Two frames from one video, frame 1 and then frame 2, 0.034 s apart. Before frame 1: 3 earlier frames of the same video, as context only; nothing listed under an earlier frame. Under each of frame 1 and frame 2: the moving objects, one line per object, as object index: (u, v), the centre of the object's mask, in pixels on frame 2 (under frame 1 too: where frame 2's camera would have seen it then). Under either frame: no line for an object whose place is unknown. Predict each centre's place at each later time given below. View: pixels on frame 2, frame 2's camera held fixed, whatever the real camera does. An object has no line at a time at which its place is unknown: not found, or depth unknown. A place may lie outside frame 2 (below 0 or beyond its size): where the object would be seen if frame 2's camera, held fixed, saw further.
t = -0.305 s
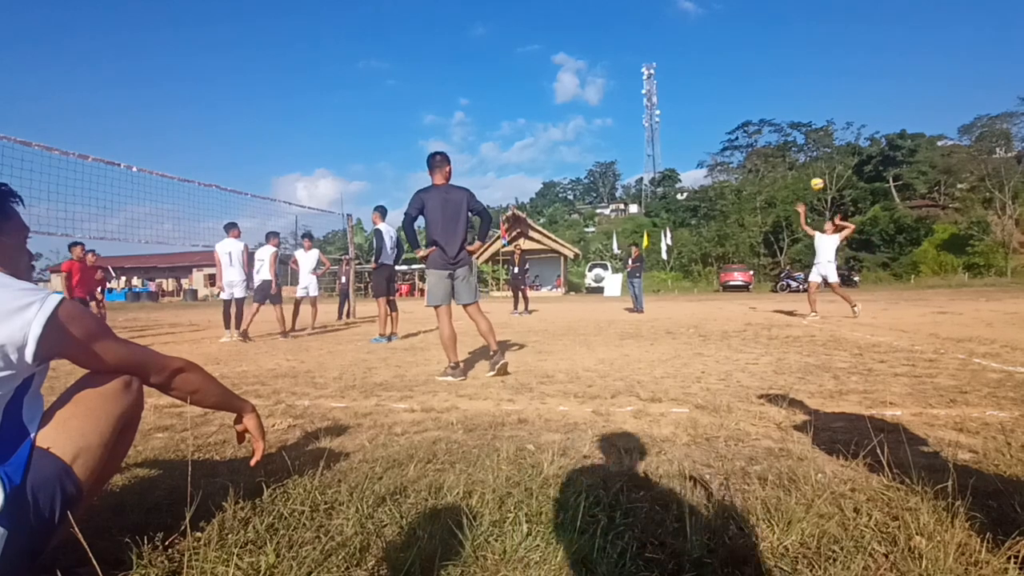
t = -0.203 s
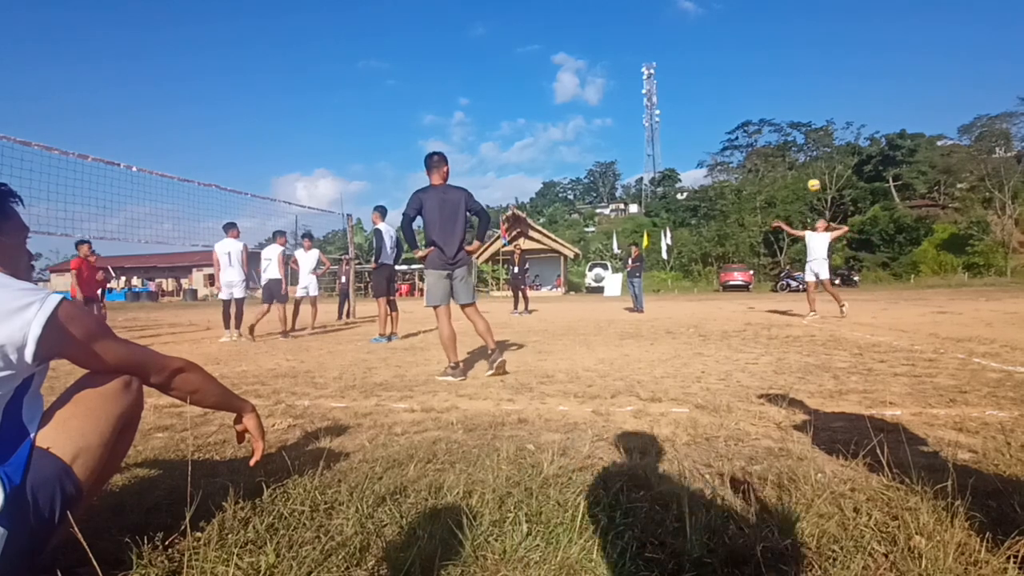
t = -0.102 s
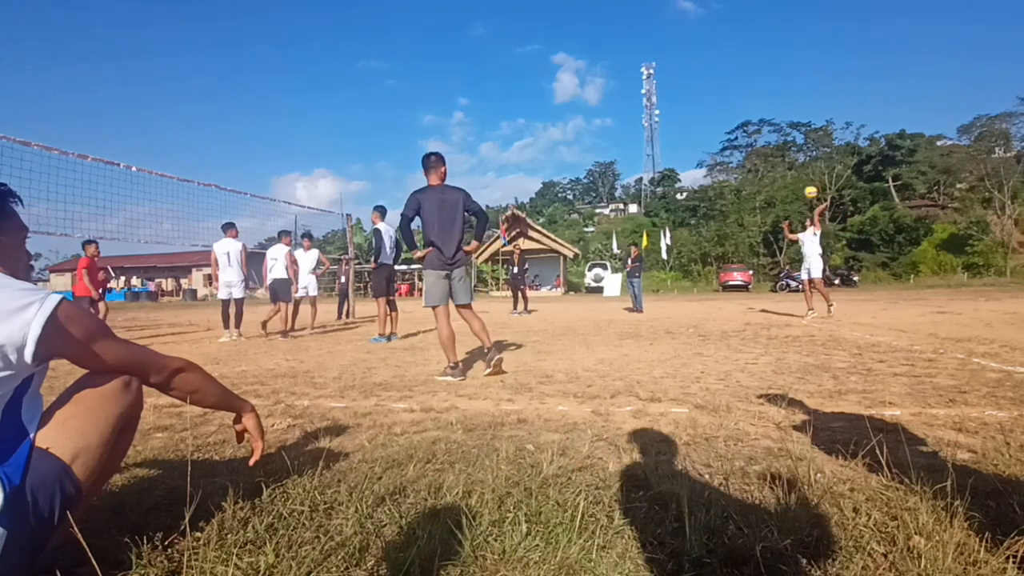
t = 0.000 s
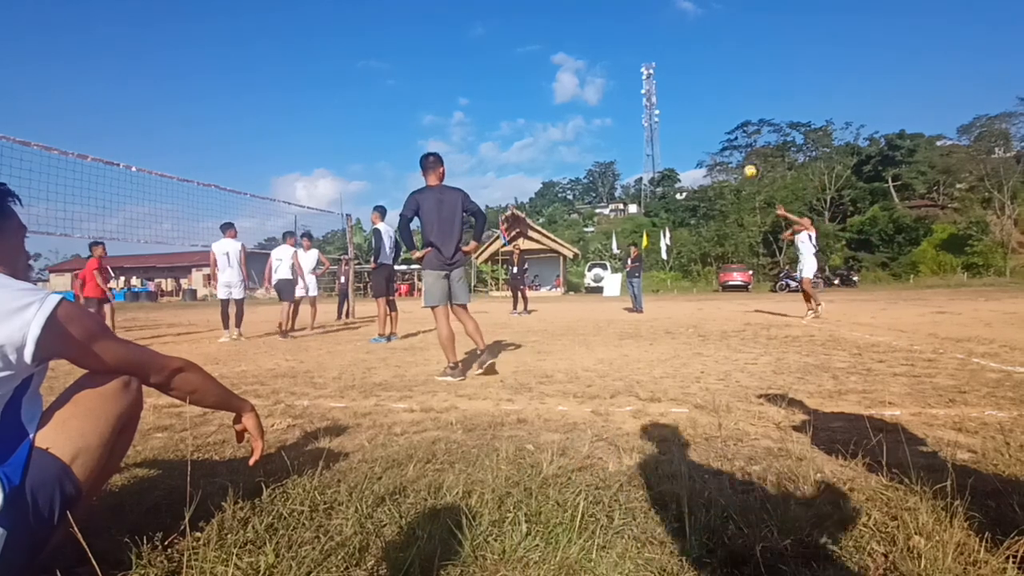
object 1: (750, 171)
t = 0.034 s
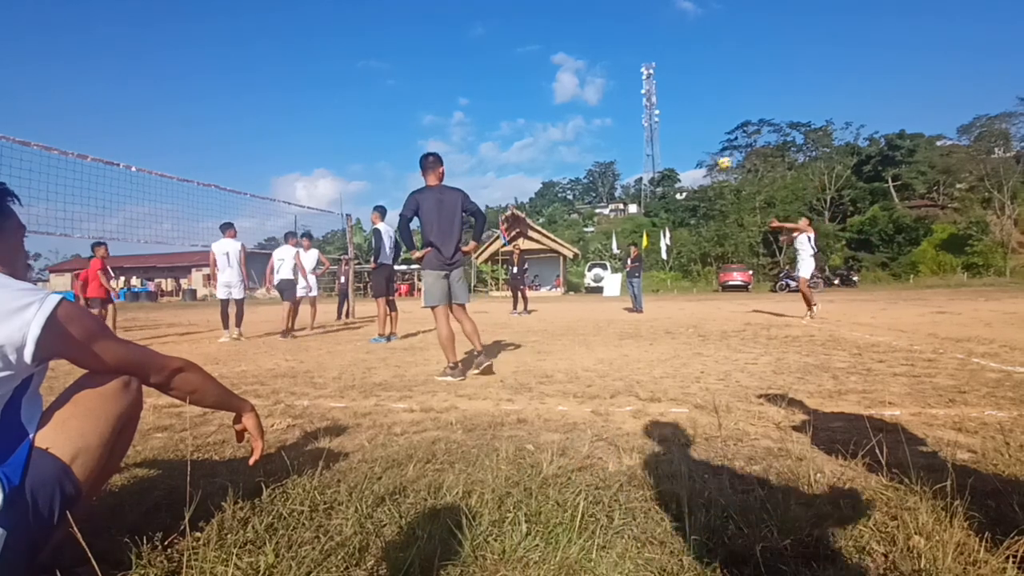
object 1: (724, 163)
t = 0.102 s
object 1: (675, 148)
